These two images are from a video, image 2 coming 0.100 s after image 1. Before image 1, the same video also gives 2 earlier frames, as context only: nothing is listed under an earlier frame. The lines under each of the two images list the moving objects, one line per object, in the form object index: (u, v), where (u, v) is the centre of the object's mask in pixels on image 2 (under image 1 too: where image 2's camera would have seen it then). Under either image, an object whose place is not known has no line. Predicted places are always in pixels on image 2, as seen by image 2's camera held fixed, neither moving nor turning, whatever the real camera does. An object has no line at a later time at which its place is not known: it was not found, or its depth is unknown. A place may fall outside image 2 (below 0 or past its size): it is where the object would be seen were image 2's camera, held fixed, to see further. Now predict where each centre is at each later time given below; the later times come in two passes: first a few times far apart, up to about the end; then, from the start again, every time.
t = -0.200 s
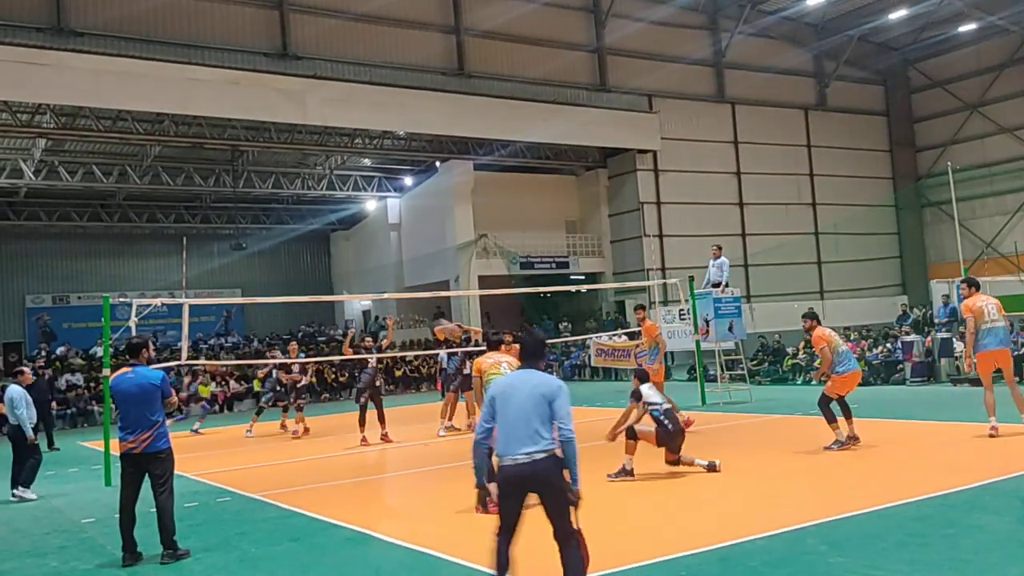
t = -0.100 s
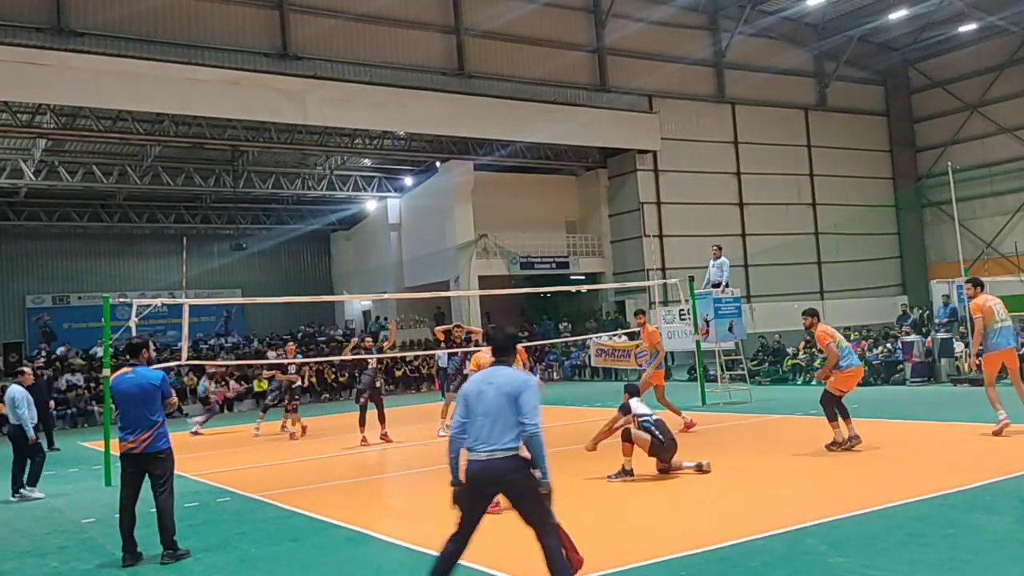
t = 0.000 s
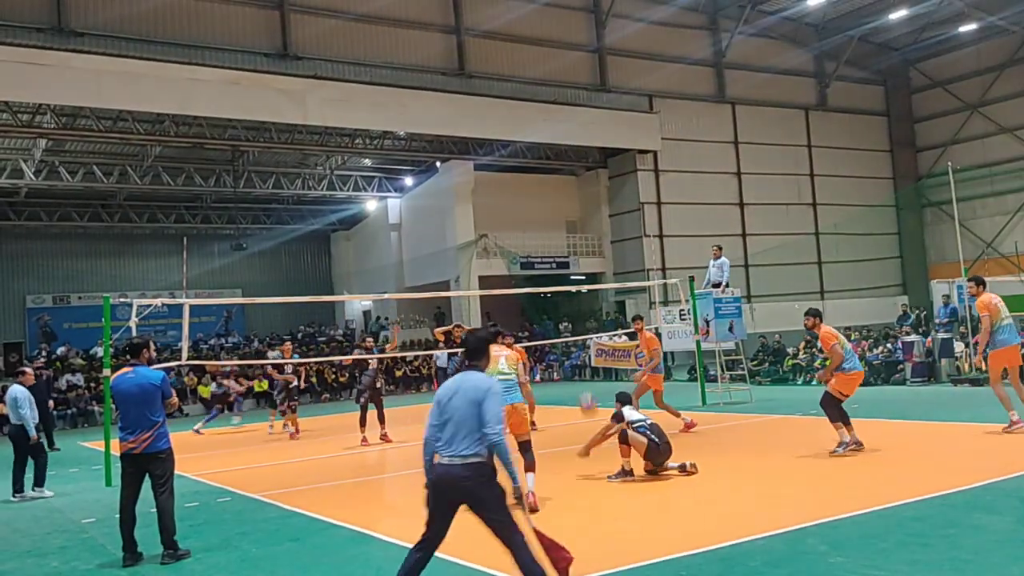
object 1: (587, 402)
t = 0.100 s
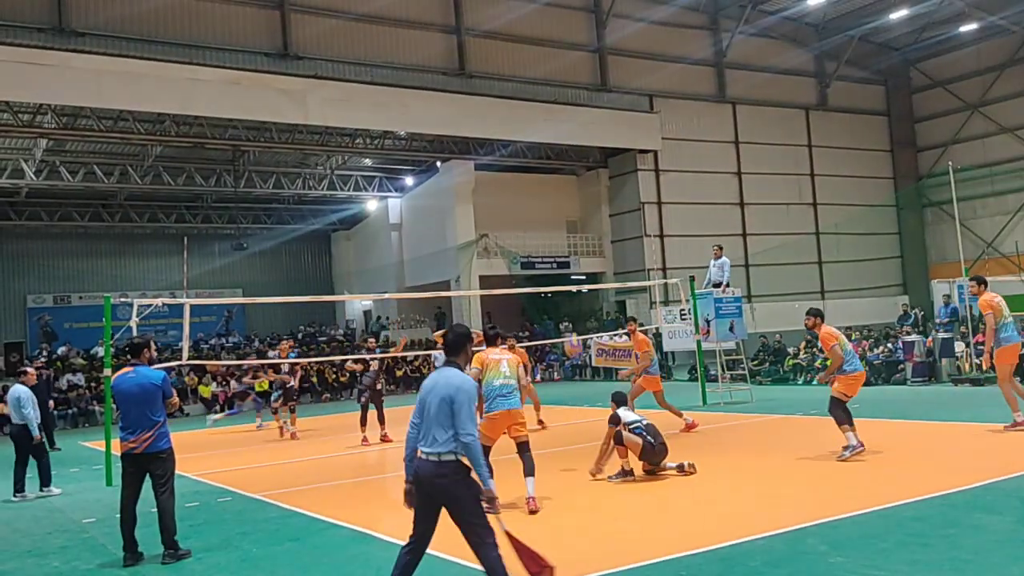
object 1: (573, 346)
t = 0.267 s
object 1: (554, 273)
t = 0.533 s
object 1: (534, 211)
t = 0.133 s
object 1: (568, 326)
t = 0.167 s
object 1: (564, 312)
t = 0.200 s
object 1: (561, 300)
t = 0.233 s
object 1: (556, 284)
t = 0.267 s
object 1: (554, 273)
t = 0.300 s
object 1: (550, 261)
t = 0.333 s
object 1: (547, 252)
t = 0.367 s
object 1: (544, 242)
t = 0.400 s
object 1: (542, 234)
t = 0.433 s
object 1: (540, 227)
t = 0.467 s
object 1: (537, 221)
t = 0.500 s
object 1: (535, 214)
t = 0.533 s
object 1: (534, 211)
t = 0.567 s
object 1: (531, 207)
